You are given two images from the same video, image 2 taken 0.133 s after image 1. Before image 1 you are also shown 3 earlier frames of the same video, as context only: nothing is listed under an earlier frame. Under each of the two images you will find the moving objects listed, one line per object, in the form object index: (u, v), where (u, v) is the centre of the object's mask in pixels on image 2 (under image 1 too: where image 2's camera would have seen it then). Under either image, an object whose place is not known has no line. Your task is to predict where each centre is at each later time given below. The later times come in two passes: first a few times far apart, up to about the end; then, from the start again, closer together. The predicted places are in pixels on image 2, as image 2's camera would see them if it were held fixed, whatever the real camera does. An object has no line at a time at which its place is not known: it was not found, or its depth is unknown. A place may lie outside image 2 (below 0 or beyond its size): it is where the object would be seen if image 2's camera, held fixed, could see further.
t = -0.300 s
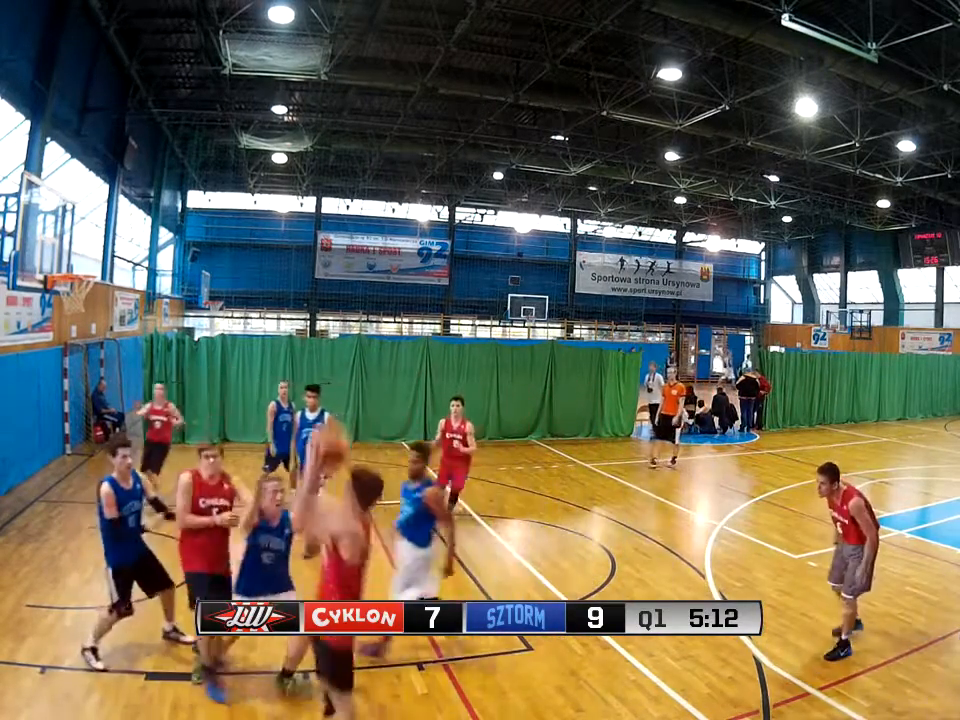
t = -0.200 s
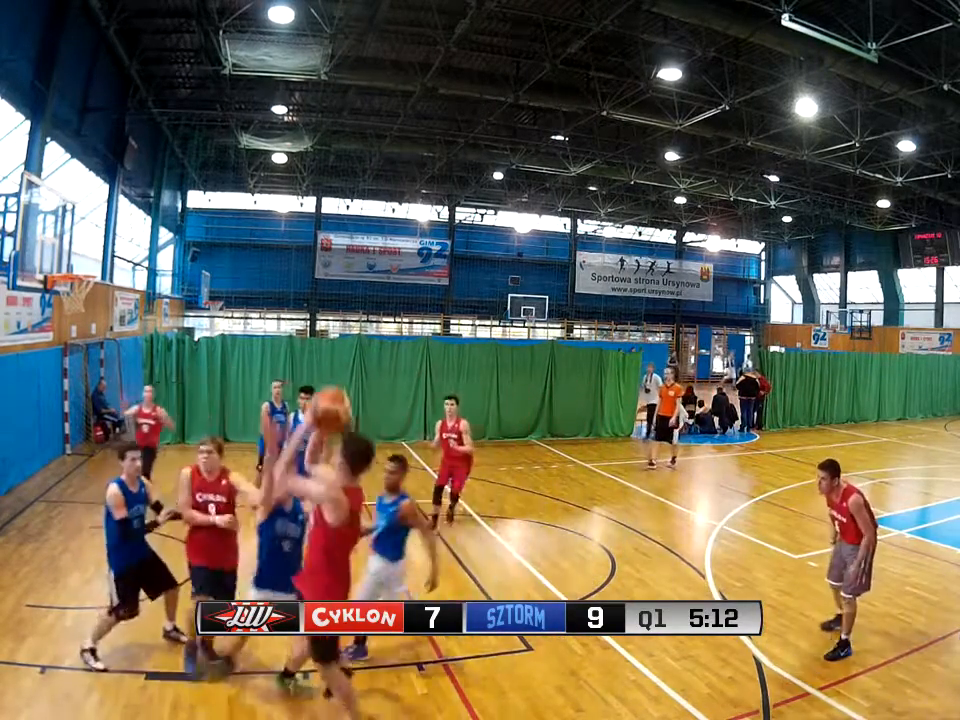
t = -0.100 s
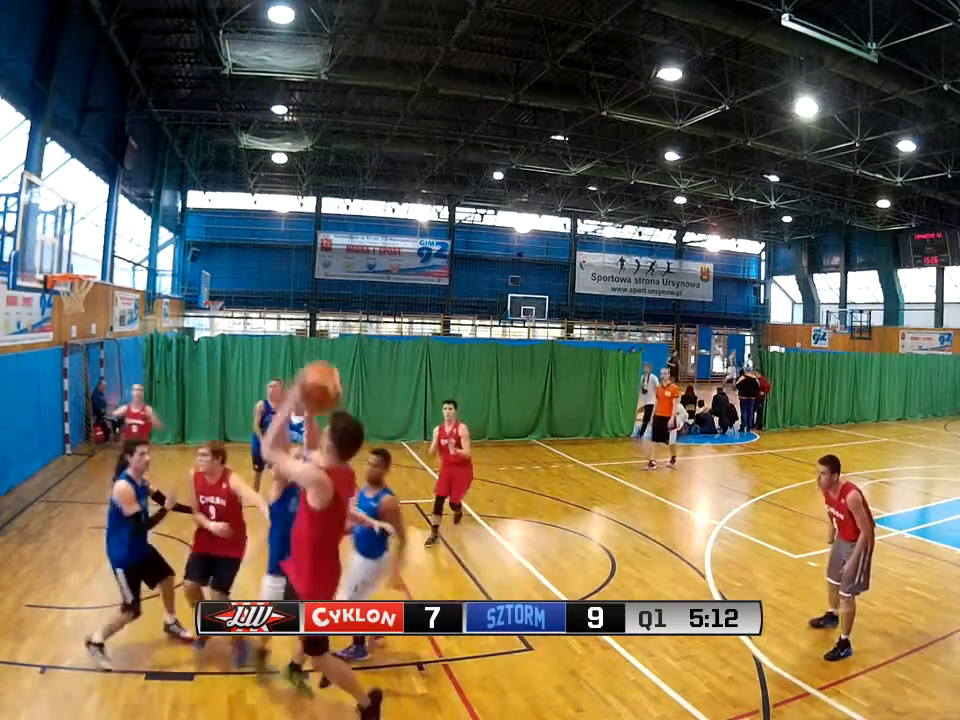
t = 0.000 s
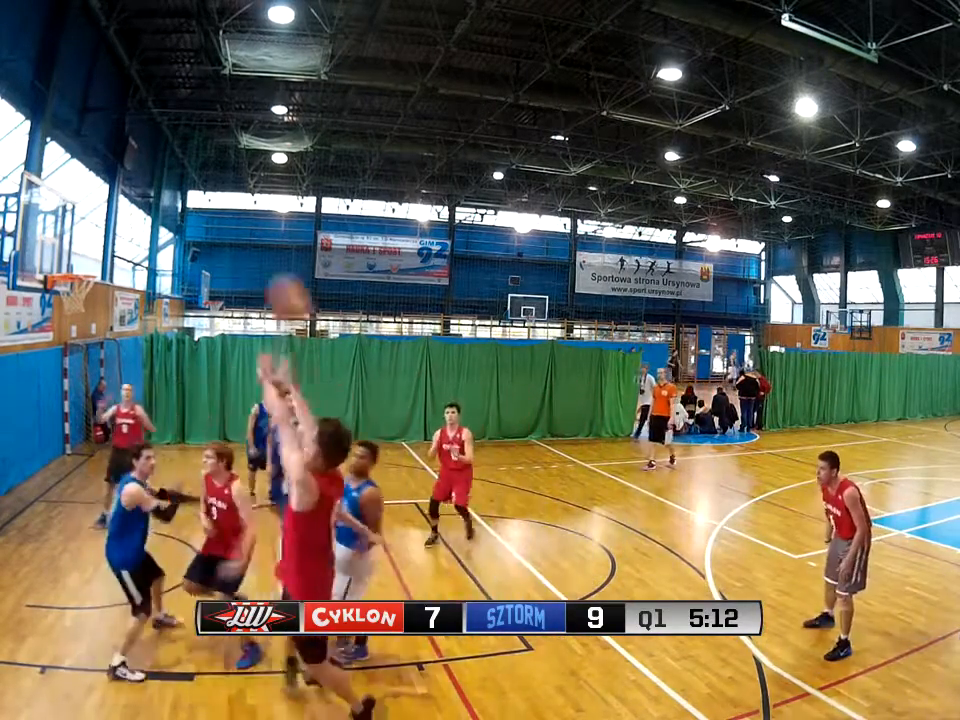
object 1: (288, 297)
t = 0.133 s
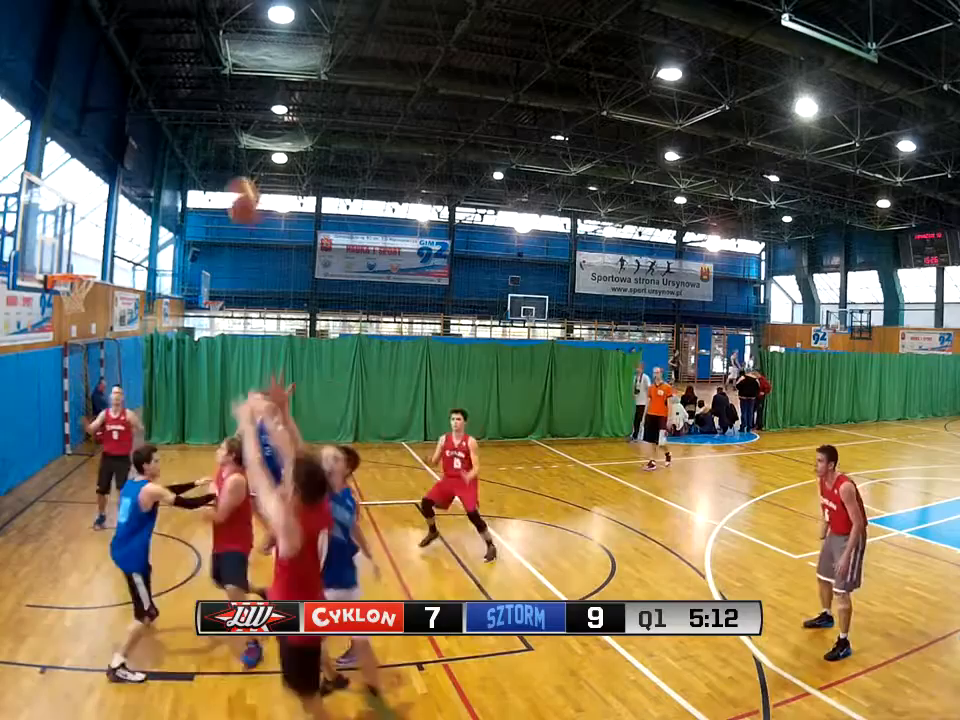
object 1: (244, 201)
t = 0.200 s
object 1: (226, 170)
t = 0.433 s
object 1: (172, 122)
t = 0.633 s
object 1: (132, 139)
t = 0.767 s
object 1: (109, 169)
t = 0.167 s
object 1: (234, 179)
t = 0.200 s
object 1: (226, 170)
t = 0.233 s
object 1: (217, 157)
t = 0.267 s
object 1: (209, 147)
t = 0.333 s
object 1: (194, 132)
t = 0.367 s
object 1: (186, 127)
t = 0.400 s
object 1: (179, 124)
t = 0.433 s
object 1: (172, 122)
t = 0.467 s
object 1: (165, 122)
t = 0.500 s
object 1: (158, 123)
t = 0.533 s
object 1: (151, 125)
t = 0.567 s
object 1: (144, 129)
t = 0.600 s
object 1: (139, 133)
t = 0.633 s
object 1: (132, 139)
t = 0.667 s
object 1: (126, 145)
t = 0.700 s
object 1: (121, 154)
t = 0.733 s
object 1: (114, 161)
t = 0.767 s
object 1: (109, 169)
